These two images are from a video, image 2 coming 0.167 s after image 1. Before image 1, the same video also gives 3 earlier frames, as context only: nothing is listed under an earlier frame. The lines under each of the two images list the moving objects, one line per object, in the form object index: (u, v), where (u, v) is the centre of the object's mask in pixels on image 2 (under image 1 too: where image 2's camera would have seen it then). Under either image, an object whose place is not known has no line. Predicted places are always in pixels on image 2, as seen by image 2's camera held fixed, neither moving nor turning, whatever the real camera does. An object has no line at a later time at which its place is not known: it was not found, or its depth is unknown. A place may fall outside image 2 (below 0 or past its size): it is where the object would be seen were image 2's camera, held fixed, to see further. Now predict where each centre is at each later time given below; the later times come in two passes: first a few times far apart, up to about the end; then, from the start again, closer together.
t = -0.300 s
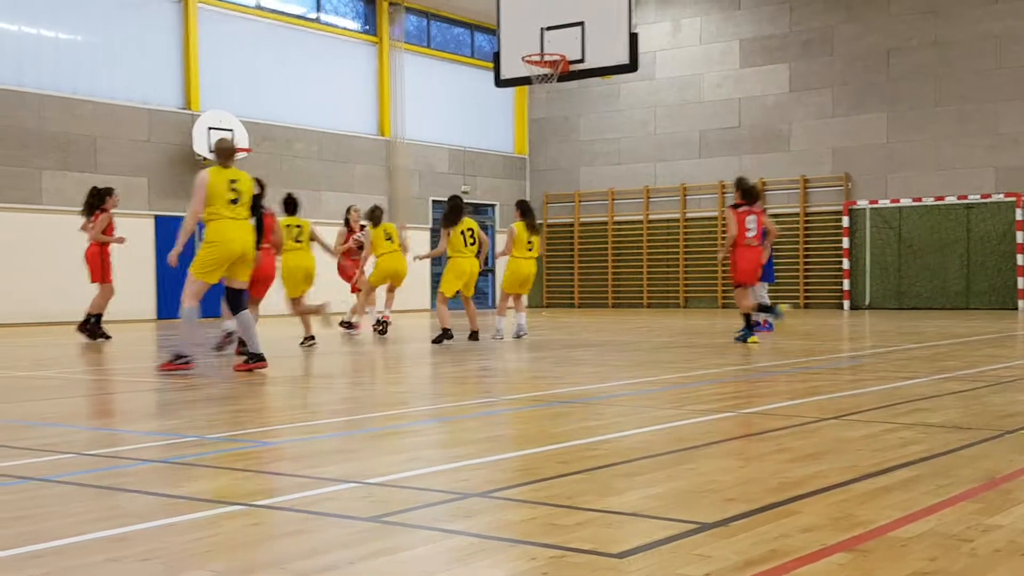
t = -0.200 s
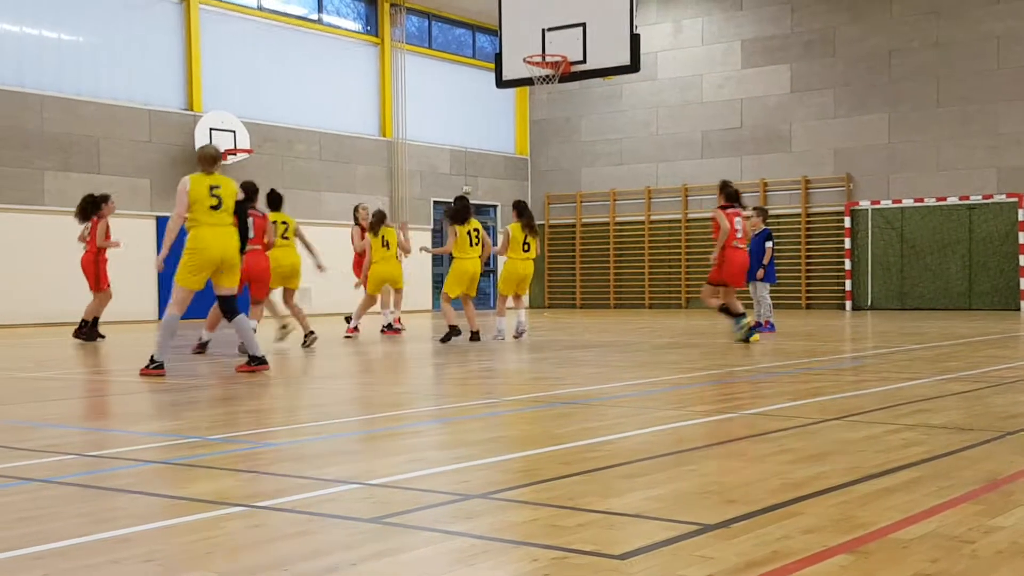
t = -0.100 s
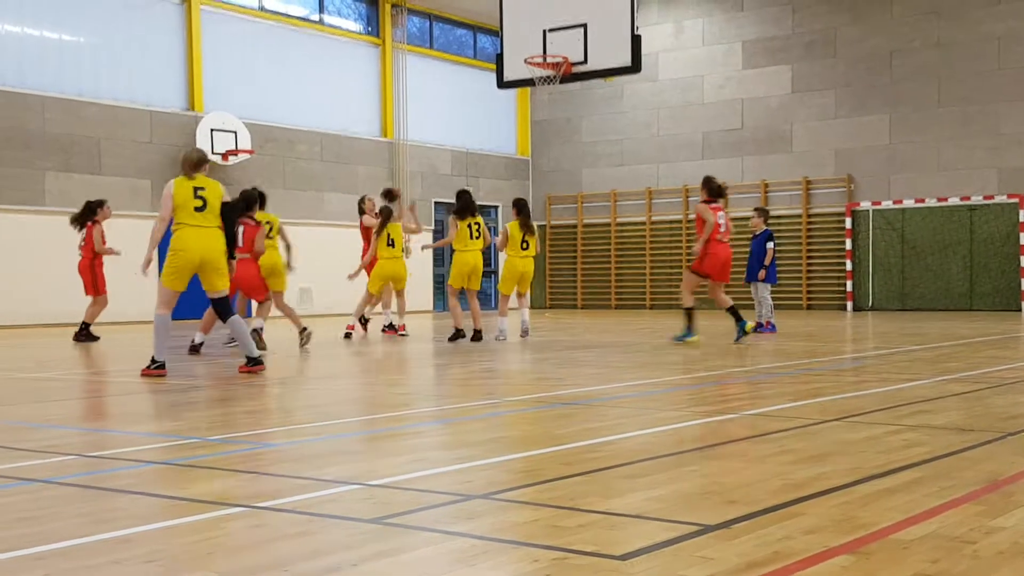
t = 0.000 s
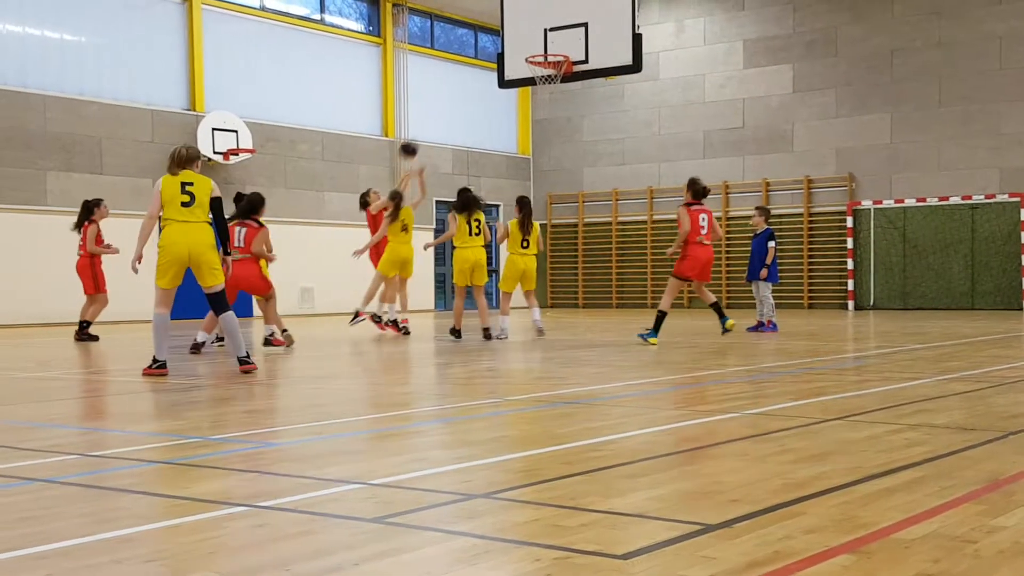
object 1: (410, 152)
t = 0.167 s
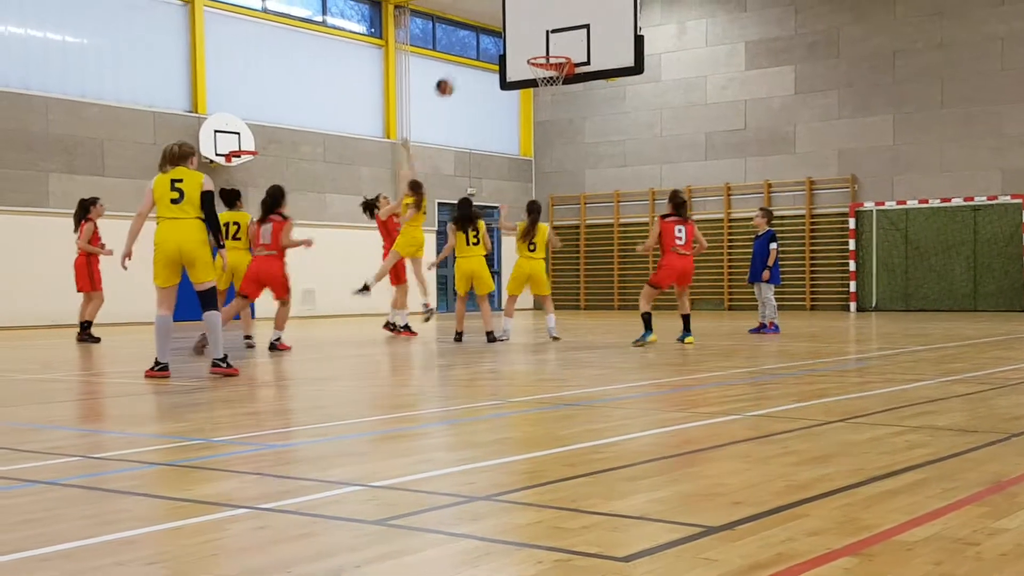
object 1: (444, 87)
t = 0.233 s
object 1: (458, 67)
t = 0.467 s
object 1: (510, 25)
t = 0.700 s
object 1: (565, 30)
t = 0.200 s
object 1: (452, 77)
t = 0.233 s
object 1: (458, 67)
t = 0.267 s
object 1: (466, 59)
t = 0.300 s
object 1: (472, 50)
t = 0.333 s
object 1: (480, 43)
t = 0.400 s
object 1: (495, 32)
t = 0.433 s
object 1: (502, 29)
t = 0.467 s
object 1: (510, 25)
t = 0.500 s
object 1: (518, 23)
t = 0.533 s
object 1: (525, 21)
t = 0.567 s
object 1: (533, 21)
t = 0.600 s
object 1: (541, 21)
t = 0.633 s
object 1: (549, 23)
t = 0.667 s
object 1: (557, 26)
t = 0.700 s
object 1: (565, 30)
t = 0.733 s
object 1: (573, 34)
